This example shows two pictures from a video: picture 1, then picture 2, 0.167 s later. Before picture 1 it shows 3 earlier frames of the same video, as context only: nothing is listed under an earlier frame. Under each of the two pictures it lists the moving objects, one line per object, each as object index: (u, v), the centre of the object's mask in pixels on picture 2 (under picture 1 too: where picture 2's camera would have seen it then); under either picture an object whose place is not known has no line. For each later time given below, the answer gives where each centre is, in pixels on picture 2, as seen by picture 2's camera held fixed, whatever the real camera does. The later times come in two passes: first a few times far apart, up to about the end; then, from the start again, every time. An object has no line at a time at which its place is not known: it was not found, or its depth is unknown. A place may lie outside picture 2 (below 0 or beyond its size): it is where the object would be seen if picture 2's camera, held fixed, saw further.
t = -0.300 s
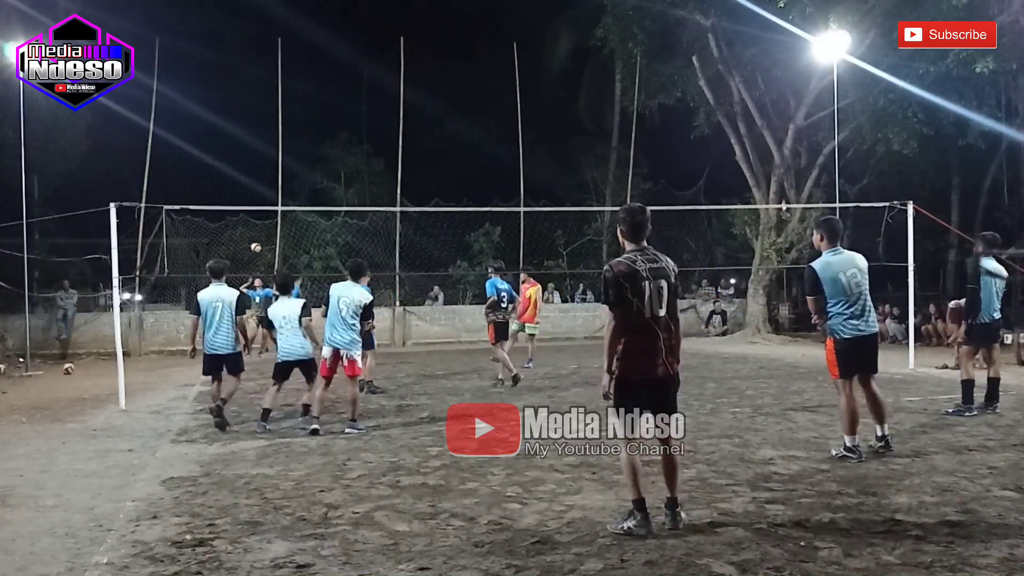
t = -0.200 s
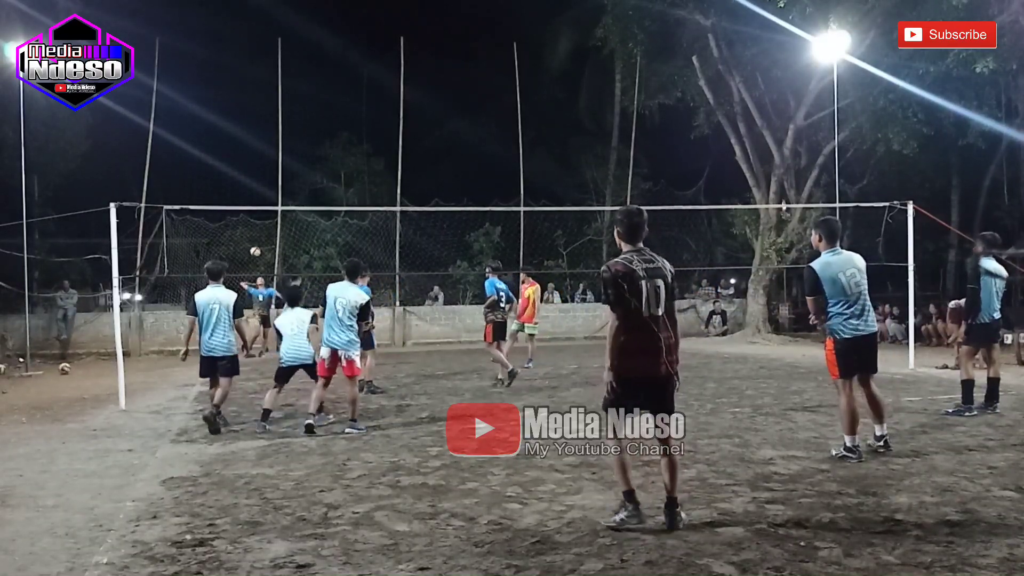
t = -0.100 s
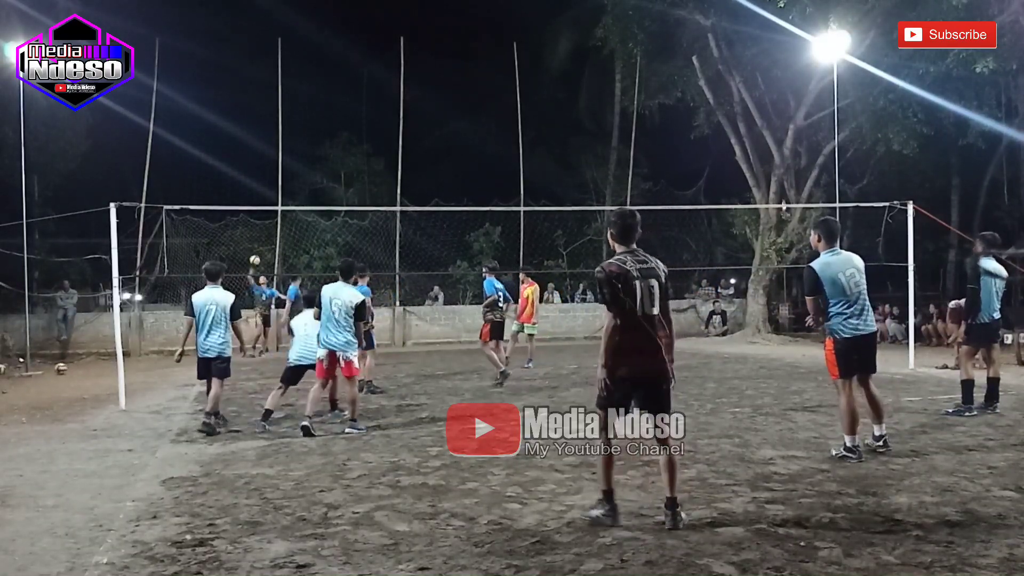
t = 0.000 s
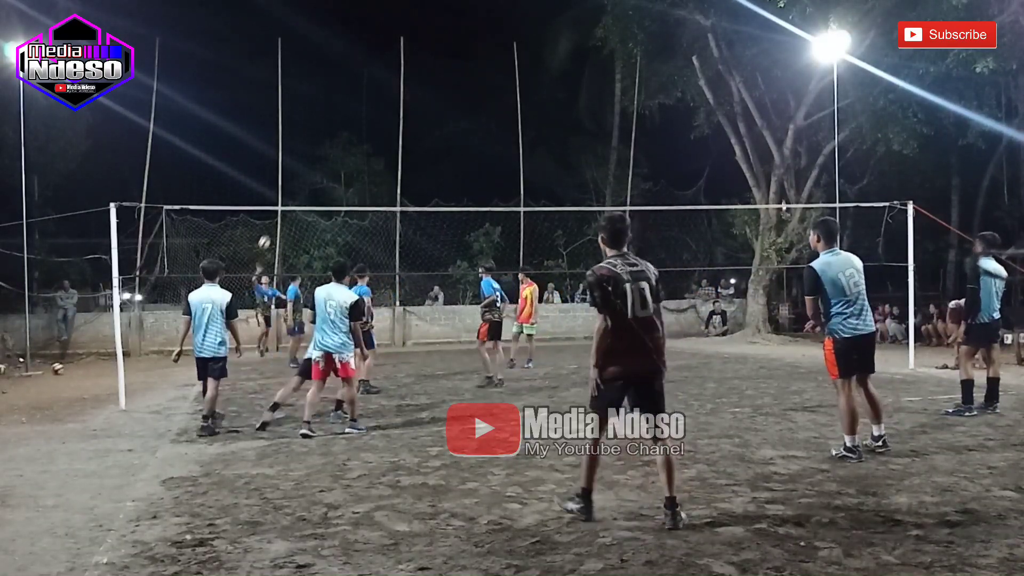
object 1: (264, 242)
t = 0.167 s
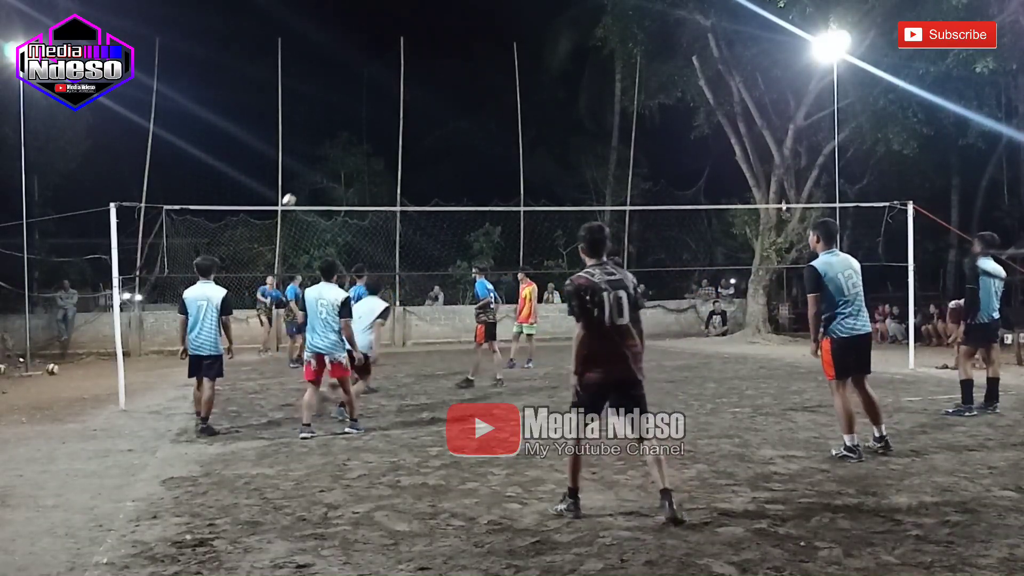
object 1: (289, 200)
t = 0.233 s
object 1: (300, 186)
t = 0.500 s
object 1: (349, 146)
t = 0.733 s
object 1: (394, 146)
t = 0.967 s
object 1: (451, 188)
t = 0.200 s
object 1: (294, 192)
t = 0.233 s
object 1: (300, 186)
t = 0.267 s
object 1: (306, 179)
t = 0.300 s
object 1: (312, 172)
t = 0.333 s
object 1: (319, 166)
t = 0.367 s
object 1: (325, 161)
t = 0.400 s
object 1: (331, 156)
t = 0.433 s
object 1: (337, 153)
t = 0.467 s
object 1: (343, 149)
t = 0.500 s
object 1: (349, 146)
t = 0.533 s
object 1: (355, 144)
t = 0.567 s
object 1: (362, 142)
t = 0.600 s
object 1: (368, 141)
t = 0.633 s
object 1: (374, 141)
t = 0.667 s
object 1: (381, 142)
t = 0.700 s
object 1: (387, 143)
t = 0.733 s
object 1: (394, 146)
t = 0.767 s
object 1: (401, 149)
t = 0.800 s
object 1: (408, 153)
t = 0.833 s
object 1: (416, 158)
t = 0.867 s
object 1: (424, 164)
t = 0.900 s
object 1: (432, 171)
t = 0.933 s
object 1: (441, 179)
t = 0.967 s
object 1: (451, 188)
